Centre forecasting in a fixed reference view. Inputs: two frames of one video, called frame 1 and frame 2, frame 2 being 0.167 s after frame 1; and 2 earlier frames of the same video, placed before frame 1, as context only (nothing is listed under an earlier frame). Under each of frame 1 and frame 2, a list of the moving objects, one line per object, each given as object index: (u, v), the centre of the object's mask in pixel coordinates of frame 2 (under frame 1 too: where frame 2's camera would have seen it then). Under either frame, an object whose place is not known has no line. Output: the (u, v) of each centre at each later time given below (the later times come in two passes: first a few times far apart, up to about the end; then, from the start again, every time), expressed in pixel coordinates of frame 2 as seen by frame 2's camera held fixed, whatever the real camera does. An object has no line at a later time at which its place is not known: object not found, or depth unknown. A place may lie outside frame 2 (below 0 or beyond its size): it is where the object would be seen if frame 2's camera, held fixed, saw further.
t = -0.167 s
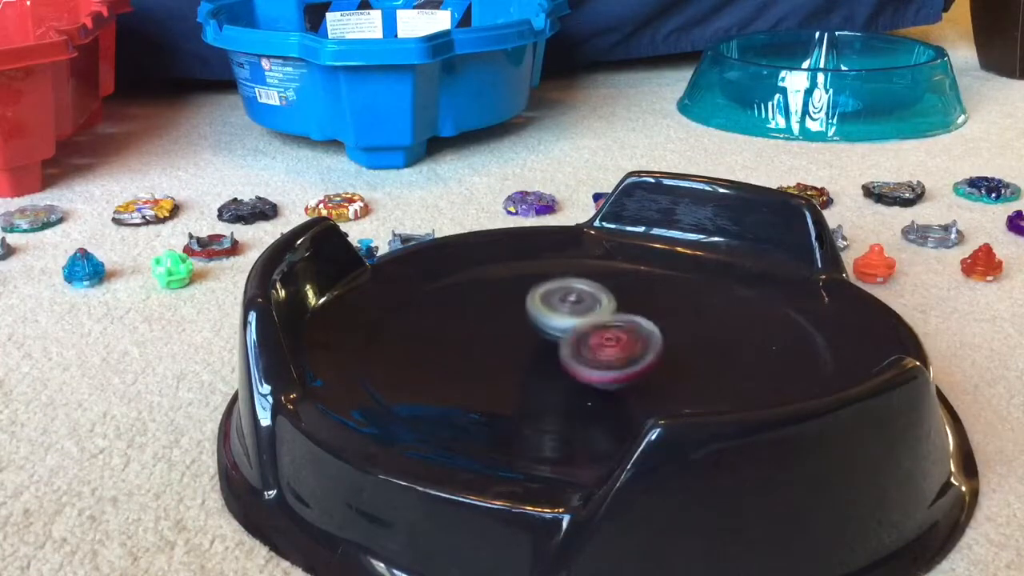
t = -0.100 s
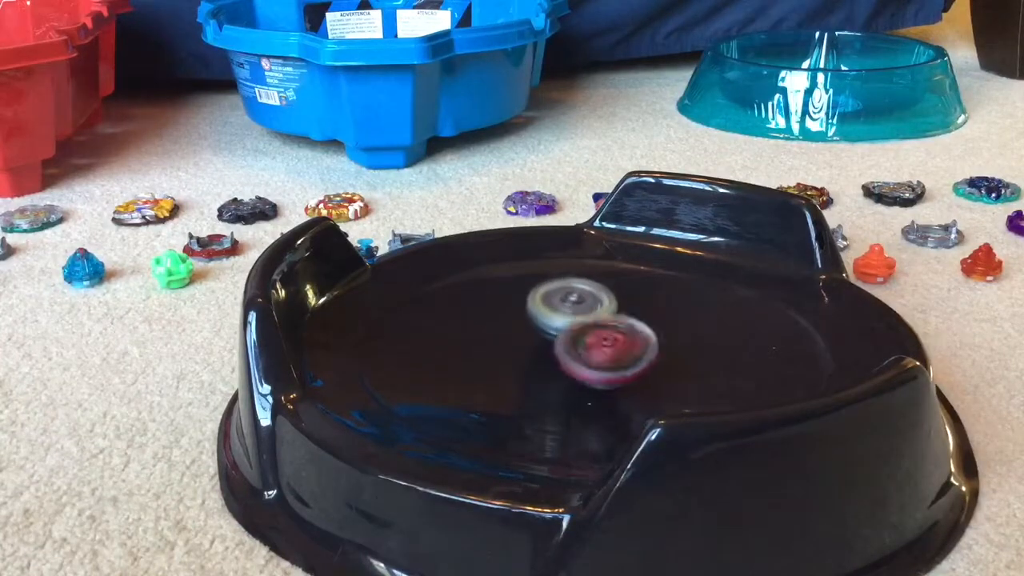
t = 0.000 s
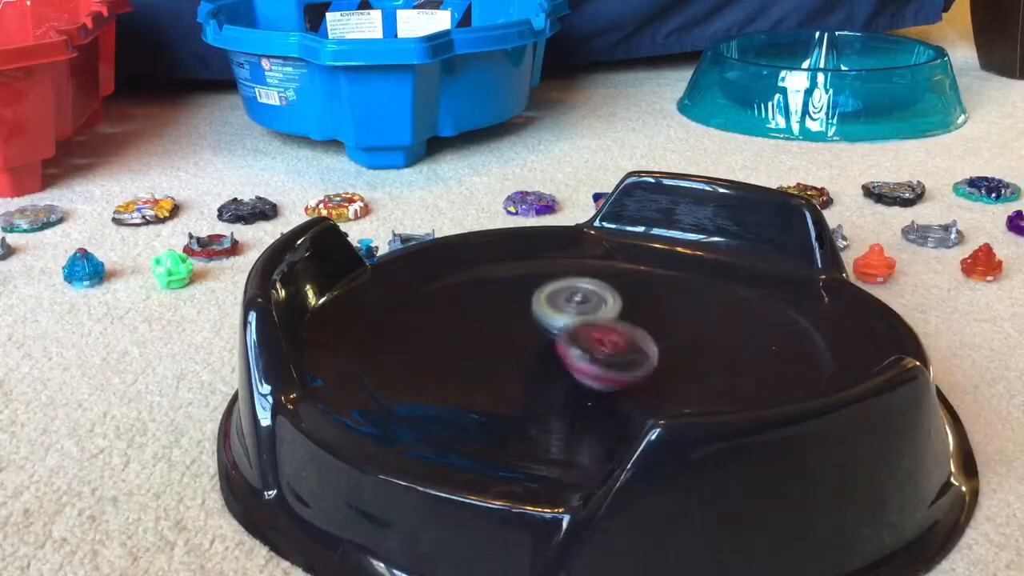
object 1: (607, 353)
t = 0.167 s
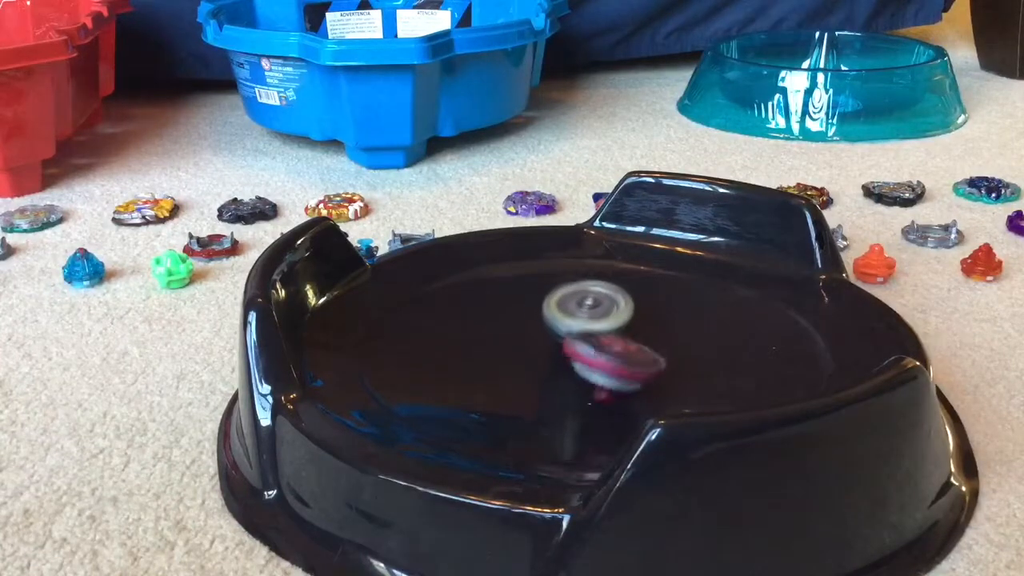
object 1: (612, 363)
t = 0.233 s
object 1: (616, 365)
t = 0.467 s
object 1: (635, 365)
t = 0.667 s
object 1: (639, 385)
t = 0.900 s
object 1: (631, 387)
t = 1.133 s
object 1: (597, 360)
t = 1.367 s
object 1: (610, 360)
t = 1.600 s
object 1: (634, 362)
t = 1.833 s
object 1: (621, 359)
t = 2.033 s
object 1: (610, 359)
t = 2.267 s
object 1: (628, 371)
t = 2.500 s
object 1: (652, 363)
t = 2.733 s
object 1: (658, 331)
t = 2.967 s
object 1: (692, 314)
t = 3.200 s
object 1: (587, 308)
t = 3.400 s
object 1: (579, 293)
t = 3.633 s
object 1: (605, 304)
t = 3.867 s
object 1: (611, 312)
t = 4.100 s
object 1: (589, 309)
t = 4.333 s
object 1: (594, 297)
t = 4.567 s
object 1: (615, 299)
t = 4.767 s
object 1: (596, 309)
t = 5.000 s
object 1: (558, 312)
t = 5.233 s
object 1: (569, 313)
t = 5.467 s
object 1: (603, 308)
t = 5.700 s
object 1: (586, 314)
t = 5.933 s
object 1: (569, 318)
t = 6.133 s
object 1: (570, 318)
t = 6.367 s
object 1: (581, 313)
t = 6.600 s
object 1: (562, 322)
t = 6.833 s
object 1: (572, 317)
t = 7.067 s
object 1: (577, 316)
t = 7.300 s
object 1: (579, 313)
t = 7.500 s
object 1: (576, 310)
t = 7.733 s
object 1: (569, 309)
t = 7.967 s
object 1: (568, 310)
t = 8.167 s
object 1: (568, 310)
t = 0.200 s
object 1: (616, 363)
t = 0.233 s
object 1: (616, 365)
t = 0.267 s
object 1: (618, 365)
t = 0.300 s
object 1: (620, 365)
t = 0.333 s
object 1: (623, 366)
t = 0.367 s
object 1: (627, 368)
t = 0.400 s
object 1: (631, 368)
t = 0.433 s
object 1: (634, 370)
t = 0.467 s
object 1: (635, 365)
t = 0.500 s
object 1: (634, 365)
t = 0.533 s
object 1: (631, 360)
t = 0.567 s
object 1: (628, 359)
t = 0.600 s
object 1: (633, 364)
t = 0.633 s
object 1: (637, 378)
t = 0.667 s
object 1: (639, 385)
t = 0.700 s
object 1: (640, 388)
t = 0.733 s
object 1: (640, 390)
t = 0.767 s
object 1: (641, 390)
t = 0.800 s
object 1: (640, 390)
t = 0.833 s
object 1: (639, 389)
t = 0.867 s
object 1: (635, 389)
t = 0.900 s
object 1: (631, 387)
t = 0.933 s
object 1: (625, 383)
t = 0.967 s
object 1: (620, 378)
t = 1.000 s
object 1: (616, 375)
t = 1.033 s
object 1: (611, 373)
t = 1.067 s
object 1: (606, 368)
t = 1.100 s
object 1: (602, 366)
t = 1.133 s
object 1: (597, 360)
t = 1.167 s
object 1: (597, 359)
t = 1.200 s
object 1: (597, 359)
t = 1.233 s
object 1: (600, 358)
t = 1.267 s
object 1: (602, 360)
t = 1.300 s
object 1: (606, 361)
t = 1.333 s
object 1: (609, 361)
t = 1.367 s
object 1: (610, 360)
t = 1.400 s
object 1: (614, 365)
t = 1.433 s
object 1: (619, 364)
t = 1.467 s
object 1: (623, 365)
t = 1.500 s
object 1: (628, 367)
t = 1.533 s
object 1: (630, 362)
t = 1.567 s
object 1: (631, 364)
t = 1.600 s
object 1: (634, 362)
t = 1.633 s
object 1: (633, 360)
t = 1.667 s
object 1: (633, 359)
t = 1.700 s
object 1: (631, 363)
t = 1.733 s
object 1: (627, 357)
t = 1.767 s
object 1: (626, 359)
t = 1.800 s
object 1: (623, 362)
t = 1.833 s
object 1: (621, 359)
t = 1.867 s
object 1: (618, 359)
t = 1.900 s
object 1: (615, 361)
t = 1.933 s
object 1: (614, 360)
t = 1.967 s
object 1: (612, 357)
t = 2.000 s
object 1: (611, 360)
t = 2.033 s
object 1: (610, 359)
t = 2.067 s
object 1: (614, 361)
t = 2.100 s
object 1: (616, 364)
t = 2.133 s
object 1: (618, 366)
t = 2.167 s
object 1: (620, 369)
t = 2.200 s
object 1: (621, 374)
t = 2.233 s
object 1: (626, 373)
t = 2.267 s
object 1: (628, 371)
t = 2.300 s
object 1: (631, 372)
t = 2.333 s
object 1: (634, 370)
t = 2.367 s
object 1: (638, 369)
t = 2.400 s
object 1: (641, 368)
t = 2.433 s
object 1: (642, 369)
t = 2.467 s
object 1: (646, 366)
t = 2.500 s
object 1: (652, 363)
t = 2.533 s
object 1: (657, 357)
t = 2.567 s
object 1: (662, 355)
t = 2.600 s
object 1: (663, 349)
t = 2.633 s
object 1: (662, 343)
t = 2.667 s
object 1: (659, 340)
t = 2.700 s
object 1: (655, 336)
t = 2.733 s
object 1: (658, 331)
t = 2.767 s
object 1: (682, 326)
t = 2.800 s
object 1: (704, 321)
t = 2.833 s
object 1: (715, 316)
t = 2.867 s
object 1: (716, 314)
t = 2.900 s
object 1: (712, 314)
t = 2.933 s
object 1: (704, 314)
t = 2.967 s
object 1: (692, 314)
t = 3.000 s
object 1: (675, 313)
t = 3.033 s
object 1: (660, 312)
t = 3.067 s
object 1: (643, 312)
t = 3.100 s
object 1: (626, 312)
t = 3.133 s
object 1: (611, 311)
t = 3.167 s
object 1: (599, 310)
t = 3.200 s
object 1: (587, 308)
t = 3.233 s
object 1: (579, 306)
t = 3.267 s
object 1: (573, 305)
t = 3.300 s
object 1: (573, 301)
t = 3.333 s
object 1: (574, 297)
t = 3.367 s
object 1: (577, 295)
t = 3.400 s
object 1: (579, 293)
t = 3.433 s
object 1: (582, 293)
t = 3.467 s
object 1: (584, 295)
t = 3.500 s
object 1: (585, 296)
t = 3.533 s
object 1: (587, 298)
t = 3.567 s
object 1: (591, 299)
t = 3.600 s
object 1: (599, 302)
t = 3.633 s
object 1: (605, 304)
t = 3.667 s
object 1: (611, 307)
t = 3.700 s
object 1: (614, 309)
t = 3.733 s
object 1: (615, 310)
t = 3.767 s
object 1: (616, 311)
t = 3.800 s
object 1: (616, 311)
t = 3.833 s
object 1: (614, 311)
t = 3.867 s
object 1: (611, 312)
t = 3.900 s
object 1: (608, 312)
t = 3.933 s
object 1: (604, 312)
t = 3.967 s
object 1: (600, 312)
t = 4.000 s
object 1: (596, 312)
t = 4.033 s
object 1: (593, 310)
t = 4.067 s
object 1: (591, 310)
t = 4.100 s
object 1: (589, 309)
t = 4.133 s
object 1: (589, 307)
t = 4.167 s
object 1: (588, 304)
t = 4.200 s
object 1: (588, 303)
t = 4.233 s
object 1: (588, 301)
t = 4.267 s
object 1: (590, 301)
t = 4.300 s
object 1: (591, 299)
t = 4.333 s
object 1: (594, 297)
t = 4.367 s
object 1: (598, 298)
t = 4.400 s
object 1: (601, 296)
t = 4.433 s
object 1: (610, 298)
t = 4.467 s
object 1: (614, 298)
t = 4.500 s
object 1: (615, 299)
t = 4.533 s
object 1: (615, 299)
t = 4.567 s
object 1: (615, 299)
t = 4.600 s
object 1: (615, 300)
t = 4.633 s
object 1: (614, 301)
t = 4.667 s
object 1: (613, 303)
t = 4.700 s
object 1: (610, 305)
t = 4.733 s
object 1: (605, 306)
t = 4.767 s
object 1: (596, 309)
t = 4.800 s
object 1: (588, 309)
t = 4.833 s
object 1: (578, 310)
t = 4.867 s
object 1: (570, 310)
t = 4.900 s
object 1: (564, 311)
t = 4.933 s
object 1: (560, 312)
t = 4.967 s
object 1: (559, 311)
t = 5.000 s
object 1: (558, 312)
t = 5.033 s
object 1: (558, 312)
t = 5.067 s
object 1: (558, 313)
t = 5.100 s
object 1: (559, 313)
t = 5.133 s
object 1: (557, 316)
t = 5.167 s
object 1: (561, 315)
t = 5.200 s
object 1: (564, 314)
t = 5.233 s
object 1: (569, 313)
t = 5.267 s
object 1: (576, 312)
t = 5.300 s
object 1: (582, 312)
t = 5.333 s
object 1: (588, 311)
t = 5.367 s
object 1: (594, 309)
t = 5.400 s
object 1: (599, 308)
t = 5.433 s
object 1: (601, 308)
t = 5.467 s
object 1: (603, 308)
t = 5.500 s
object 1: (604, 309)
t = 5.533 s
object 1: (603, 309)
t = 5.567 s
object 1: (602, 310)
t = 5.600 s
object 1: (600, 310)
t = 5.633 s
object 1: (597, 311)
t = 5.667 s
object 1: (592, 313)
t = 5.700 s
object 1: (586, 314)
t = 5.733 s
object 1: (581, 315)
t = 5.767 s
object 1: (576, 317)
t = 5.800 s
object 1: (573, 318)
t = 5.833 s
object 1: (570, 318)
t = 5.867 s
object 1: (569, 318)
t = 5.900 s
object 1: (569, 318)
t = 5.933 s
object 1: (569, 318)
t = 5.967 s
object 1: (569, 318)
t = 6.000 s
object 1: (570, 318)
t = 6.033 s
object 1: (570, 318)
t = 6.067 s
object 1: (570, 318)
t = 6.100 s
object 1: (570, 318)
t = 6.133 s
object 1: (570, 318)
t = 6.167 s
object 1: (576, 315)
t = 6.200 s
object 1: (581, 314)
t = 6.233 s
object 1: (585, 313)
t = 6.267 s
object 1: (586, 313)
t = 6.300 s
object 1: (585, 312)
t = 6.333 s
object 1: (584, 313)
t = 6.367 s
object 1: (581, 313)
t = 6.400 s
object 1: (577, 315)
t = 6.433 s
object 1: (571, 318)
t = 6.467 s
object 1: (572, 320)
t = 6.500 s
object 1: (568, 321)
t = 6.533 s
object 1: (565, 323)
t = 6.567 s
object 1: (562, 323)
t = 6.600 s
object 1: (562, 322)
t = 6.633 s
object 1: (565, 318)
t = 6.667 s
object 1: (567, 315)
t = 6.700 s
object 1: (568, 315)
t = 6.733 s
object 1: (570, 315)
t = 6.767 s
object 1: (571, 316)
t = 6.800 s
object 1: (572, 317)
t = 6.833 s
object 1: (572, 317)
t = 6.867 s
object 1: (573, 318)
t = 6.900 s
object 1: (573, 318)
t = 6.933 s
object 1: (574, 318)
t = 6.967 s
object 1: (575, 318)
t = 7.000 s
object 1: (576, 318)
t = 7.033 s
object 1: (577, 316)
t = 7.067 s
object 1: (577, 316)
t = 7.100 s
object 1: (577, 315)
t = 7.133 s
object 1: (577, 315)
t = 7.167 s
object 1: (577, 315)
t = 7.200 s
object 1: (577, 314)
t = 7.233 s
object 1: (577, 313)
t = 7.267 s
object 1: (579, 313)
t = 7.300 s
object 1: (579, 313)
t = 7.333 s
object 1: (579, 313)
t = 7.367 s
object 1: (579, 312)
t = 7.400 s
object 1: (579, 312)
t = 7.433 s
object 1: (578, 312)
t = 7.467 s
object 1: (577, 311)
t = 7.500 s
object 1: (576, 310)
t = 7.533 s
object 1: (575, 309)
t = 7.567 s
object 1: (573, 309)
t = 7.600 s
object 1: (571, 308)
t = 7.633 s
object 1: (571, 309)
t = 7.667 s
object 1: (570, 309)
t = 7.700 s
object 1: (569, 309)
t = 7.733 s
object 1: (569, 309)
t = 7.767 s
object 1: (568, 310)
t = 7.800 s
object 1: (568, 310)
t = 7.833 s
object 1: (568, 310)
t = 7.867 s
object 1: (568, 310)
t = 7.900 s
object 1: (568, 310)
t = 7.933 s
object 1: (568, 310)
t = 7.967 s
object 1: (568, 310)
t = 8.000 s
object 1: (568, 310)
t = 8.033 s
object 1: (568, 310)
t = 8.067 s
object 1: (568, 310)
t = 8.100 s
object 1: (568, 310)
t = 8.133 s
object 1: (568, 310)
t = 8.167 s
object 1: (568, 310)
